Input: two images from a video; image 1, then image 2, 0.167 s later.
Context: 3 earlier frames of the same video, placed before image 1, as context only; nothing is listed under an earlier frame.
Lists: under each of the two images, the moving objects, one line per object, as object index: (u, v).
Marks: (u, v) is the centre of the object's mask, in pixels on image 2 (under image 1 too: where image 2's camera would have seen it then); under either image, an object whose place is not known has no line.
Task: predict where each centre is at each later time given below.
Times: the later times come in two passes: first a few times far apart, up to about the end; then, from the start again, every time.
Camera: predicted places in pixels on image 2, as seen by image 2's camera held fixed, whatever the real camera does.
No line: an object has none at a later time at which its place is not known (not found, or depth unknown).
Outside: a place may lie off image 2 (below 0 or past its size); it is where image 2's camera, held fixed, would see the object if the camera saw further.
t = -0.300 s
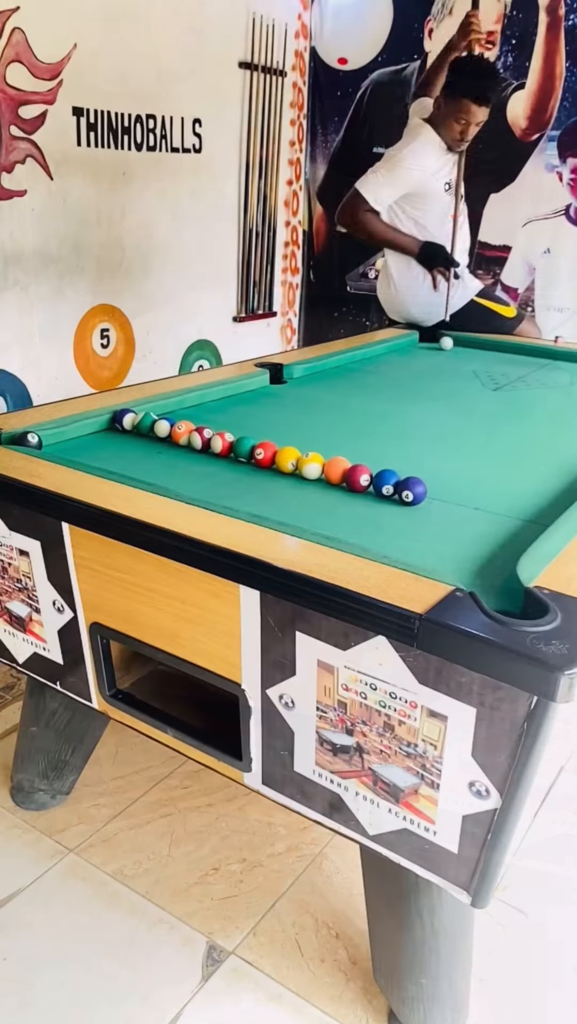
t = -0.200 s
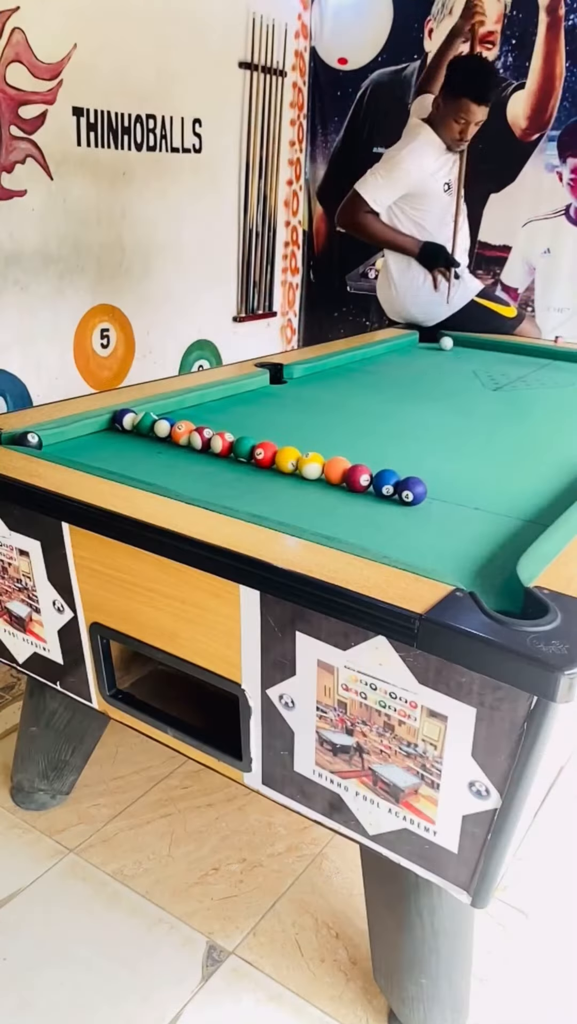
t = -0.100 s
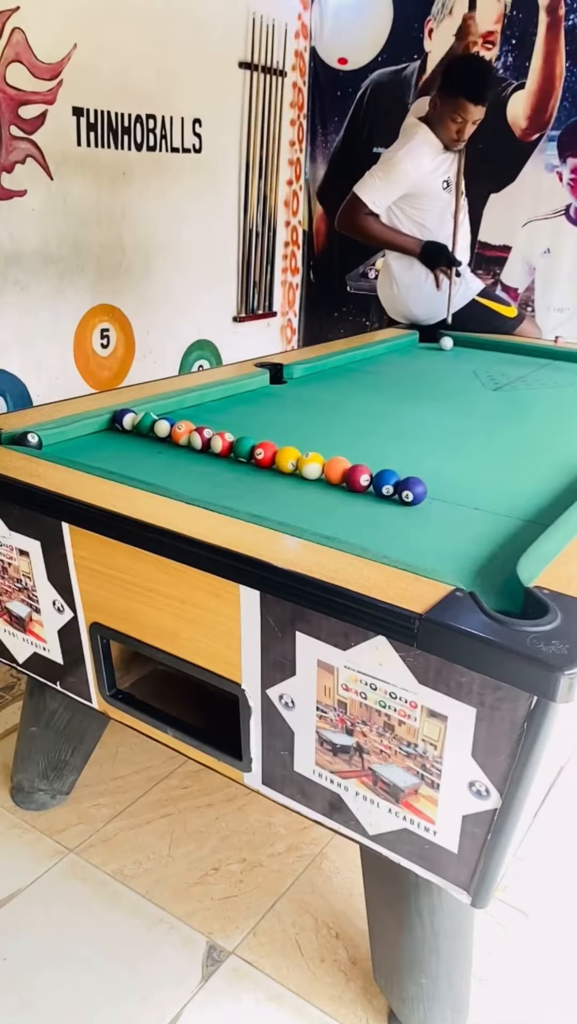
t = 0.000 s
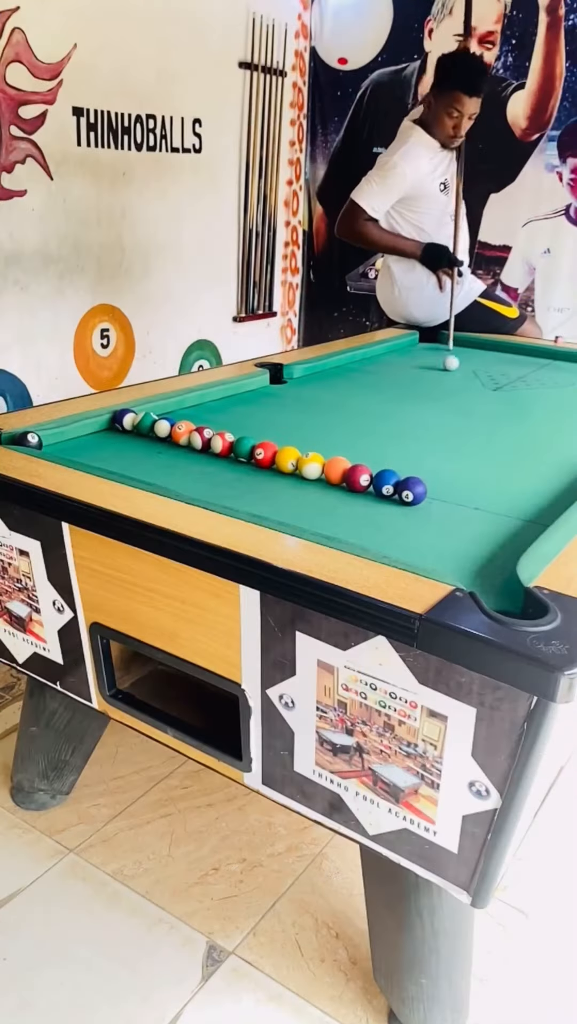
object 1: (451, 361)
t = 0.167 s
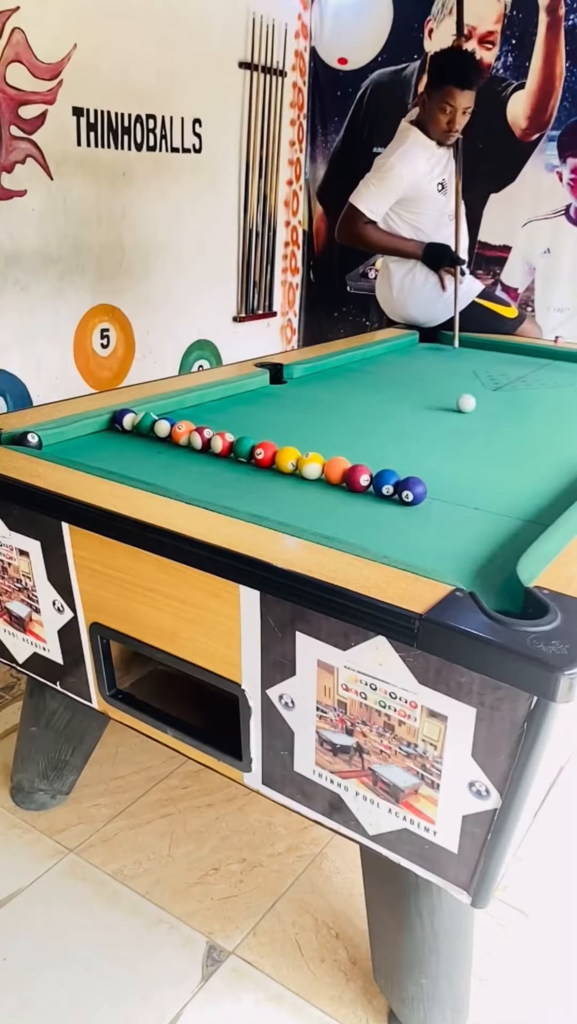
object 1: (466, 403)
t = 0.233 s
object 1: (472, 415)
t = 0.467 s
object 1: (490, 447)
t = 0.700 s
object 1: (500, 463)
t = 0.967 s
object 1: (512, 480)
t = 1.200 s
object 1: (524, 497)
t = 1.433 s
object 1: (538, 514)
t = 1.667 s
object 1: (534, 525)
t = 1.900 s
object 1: (508, 528)
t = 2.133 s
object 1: (481, 530)
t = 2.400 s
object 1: (452, 531)
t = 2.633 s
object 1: (428, 532)
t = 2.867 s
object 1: (404, 532)
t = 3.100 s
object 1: (382, 532)
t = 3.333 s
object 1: (362, 530)
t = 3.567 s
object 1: (343, 528)
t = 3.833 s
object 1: (324, 525)
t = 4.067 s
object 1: (304, 521)
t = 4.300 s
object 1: (259, 509)
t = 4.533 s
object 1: (189, 488)
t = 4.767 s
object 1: (130, 468)
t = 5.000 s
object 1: (78, 452)
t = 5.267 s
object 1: (61, 439)
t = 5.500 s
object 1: (99, 441)
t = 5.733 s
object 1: (134, 442)
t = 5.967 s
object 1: (166, 443)
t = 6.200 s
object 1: (186, 445)
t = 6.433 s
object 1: (194, 447)
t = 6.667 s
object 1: (201, 450)
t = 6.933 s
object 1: (206, 451)
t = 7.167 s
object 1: (209, 452)
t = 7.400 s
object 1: (210, 452)
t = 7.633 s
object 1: (210, 452)
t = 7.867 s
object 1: (210, 452)
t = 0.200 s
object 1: (469, 409)
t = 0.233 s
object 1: (472, 415)
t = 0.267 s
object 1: (474, 420)
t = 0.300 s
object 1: (477, 425)
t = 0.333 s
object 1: (480, 430)
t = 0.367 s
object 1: (482, 434)
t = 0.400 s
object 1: (485, 439)
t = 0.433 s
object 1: (487, 443)
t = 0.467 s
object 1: (490, 447)
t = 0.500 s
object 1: (492, 451)
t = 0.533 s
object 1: (493, 452)
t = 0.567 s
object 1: (495, 454)
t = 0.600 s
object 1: (496, 456)
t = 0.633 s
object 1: (497, 458)
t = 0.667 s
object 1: (499, 461)
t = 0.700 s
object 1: (500, 463)
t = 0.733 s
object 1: (501, 465)
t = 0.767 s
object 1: (502, 467)
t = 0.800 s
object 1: (504, 469)
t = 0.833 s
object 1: (506, 471)
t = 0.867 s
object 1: (507, 473)
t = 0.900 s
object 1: (509, 475)
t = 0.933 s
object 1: (510, 478)
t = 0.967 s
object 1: (512, 480)
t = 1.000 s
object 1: (514, 482)
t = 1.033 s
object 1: (515, 485)
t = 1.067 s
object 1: (517, 487)
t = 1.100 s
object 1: (519, 489)
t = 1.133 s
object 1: (520, 492)
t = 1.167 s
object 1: (522, 494)
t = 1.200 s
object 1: (524, 497)
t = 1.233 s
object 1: (526, 499)
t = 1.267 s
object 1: (528, 501)
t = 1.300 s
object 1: (530, 504)
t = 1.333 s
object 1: (532, 506)
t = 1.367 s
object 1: (534, 509)
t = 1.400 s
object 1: (536, 511)
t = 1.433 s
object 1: (538, 514)
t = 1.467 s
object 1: (540, 516)
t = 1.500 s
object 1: (541, 517)
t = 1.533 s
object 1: (542, 519)
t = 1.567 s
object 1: (542, 521)
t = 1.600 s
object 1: (540, 522)
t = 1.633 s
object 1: (537, 523)
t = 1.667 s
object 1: (534, 525)
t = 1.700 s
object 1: (531, 525)
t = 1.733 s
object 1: (527, 526)
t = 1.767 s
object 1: (523, 526)
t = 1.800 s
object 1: (520, 526)
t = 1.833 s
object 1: (516, 527)
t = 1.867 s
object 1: (512, 527)
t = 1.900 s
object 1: (508, 528)
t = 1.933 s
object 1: (504, 528)
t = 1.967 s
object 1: (500, 529)
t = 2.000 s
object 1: (497, 529)
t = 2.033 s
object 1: (493, 529)
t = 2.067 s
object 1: (489, 529)
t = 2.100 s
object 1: (485, 529)
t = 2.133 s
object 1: (481, 530)
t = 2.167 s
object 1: (478, 530)
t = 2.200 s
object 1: (474, 530)
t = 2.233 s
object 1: (470, 530)
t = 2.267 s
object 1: (466, 531)
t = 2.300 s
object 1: (463, 531)
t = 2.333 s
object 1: (459, 531)
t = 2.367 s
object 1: (456, 531)
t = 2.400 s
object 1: (452, 531)
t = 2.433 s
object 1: (448, 531)
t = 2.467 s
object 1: (445, 531)
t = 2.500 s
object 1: (441, 531)
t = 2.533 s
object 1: (438, 531)
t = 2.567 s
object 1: (434, 531)
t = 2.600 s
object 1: (431, 532)
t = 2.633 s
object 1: (428, 532)
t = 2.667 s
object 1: (424, 532)
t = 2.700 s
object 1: (421, 532)
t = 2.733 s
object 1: (417, 532)
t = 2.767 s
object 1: (414, 532)
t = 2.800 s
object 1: (411, 532)
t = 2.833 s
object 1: (407, 532)
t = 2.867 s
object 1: (404, 532)
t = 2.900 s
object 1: (401, 532)
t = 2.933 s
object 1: (398, 532)
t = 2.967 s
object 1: (394, 532)
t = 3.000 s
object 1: (391, 532)
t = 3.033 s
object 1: (389, 532)
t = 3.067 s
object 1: (385, 532)
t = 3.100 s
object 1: (382, 532)
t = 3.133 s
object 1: (379, 532)
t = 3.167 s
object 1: (376, 531)
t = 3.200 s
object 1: (373, 531)
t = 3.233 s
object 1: (370, 531)
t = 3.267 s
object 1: (367, 531)
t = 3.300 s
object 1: (365, 531)
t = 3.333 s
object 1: (362, 530)
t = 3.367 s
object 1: (360, 530)
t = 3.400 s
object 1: (357, 530)
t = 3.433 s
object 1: (354, 529)
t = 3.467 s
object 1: (352, 529)
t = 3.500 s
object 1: (349, 529)
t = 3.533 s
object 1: (346, 528)
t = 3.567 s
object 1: (343, 528)
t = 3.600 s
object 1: (341, 528)
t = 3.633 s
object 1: (338, 527)
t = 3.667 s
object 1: (336, 527)
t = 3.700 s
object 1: (333, 526)
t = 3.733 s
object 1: (331, 526)
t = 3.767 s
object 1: (328, 526)
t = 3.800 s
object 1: (326, 525)
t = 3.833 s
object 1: (324, 525)
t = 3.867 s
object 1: (321, 524)
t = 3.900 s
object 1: (319, 524)
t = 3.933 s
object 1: (317, 523)
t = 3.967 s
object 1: (314, 523)
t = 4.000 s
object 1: (312, 522)
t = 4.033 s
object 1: (308, 521)
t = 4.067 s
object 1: (304, 521)
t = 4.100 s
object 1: (300, 520)
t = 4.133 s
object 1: (296, 519)
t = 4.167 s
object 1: (289, 517)
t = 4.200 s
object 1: (284, 515)
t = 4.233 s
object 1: (277, 514)
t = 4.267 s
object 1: (268, 511)
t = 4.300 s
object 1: (259, 509)
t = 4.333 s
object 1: (248, 505)
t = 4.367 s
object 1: (237, 502)
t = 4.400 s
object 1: (227, 499)
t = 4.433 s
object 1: (217, 496)
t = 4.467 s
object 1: (208, 494)
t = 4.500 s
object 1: (198, 491)
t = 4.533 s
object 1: (189, 488)
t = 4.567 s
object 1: (180, 485)
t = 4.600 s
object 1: (171, 482)
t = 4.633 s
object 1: (163, 479)
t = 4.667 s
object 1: (154, 476)
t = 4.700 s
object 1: (146, 473)
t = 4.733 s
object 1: (138, 471)
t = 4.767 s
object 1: (130, 468)
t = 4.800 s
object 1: (122, 466)
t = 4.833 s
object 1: (115, 463)
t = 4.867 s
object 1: (107, 461)
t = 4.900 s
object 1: (99, 459)
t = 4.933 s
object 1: (92, 456)
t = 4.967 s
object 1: (85, 454)
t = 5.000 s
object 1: (78, 452)
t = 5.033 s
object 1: (72, 450)
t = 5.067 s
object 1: (65, 448)
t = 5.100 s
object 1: (59, 446)
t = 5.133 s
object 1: (57, 444)
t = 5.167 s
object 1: (56, 442)
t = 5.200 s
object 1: (55, 440)
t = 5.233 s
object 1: (55, 439)
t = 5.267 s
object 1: (61, 439)
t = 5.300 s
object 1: (67, 439)
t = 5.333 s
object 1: (73, 440)
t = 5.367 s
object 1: (78, 440)
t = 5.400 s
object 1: (84, 440)
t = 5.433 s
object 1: (89, 440)
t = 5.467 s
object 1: (94, 440)
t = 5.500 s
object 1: (99, 441)
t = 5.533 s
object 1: (104, 441)
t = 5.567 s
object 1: (109, 441)
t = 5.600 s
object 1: (115, 441)
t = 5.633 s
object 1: (119, 441)
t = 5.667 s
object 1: (124, 441)
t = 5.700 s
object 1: (129, 442)
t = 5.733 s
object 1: (134, 442)
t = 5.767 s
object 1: (139, 442)
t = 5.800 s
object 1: (144, 442)
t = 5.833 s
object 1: (148, 442)
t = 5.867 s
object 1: (153, 442)
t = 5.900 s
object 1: (157, 443)
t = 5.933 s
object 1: (162, 443)
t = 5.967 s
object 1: (166, 443)
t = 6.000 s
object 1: (171, 443)
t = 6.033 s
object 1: (174, 443)
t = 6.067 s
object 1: (179, 444)
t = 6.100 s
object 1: (182, 444)
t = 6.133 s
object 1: (183, 445)
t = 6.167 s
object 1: (185, 445)
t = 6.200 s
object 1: (186, 445)
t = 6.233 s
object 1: (187, 446)
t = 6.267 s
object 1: (188, 446)
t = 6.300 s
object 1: (189, 446)
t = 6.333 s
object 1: (191, 447)
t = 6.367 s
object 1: (192, 447)
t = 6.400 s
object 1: (193, 447)
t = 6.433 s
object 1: (194, 447)
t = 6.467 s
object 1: (195, 448)
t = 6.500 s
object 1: (196, 448)
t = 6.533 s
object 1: (197, 449)
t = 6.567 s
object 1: (198, 449)
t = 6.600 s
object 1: (199, 449)
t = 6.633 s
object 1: (200, 449)
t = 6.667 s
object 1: (201, 450)
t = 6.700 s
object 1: (201, 450)
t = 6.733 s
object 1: (202, 450)
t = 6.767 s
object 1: (203, 450)
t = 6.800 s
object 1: (204, 450)
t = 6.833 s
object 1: (204, 450)
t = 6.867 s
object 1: (205, 451)
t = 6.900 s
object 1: (205, 451)
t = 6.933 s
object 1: (206, 451)
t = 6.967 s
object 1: (206, 451)
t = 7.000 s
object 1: (207, 451)
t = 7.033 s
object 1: (207, 451)
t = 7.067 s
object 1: (208, 451)
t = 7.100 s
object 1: (209, 451)
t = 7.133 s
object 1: (209, 452)
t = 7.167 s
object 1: (209, 452)
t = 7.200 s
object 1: (210, 452)
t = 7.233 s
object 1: (210, 452)
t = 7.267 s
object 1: (210, 452)
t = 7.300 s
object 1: (210, 452)
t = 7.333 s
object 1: (210, 452)
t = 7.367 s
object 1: (210, 452)
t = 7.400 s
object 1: (210, 452)
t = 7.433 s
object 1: (210, 452)
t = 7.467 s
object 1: (210, 452)
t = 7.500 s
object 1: (210, 452)
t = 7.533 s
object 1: (210, 452)
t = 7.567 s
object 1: (210, 452)
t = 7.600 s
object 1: (210, 452)
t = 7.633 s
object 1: (210, 452)
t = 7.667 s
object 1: (210, 452)
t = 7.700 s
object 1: (210, 452)
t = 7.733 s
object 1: (210, 452)
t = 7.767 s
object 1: (210, 452)
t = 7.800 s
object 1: (210, 452)
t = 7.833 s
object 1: (210, 452)
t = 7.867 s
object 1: (210, 452)
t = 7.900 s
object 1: (210, 452)
